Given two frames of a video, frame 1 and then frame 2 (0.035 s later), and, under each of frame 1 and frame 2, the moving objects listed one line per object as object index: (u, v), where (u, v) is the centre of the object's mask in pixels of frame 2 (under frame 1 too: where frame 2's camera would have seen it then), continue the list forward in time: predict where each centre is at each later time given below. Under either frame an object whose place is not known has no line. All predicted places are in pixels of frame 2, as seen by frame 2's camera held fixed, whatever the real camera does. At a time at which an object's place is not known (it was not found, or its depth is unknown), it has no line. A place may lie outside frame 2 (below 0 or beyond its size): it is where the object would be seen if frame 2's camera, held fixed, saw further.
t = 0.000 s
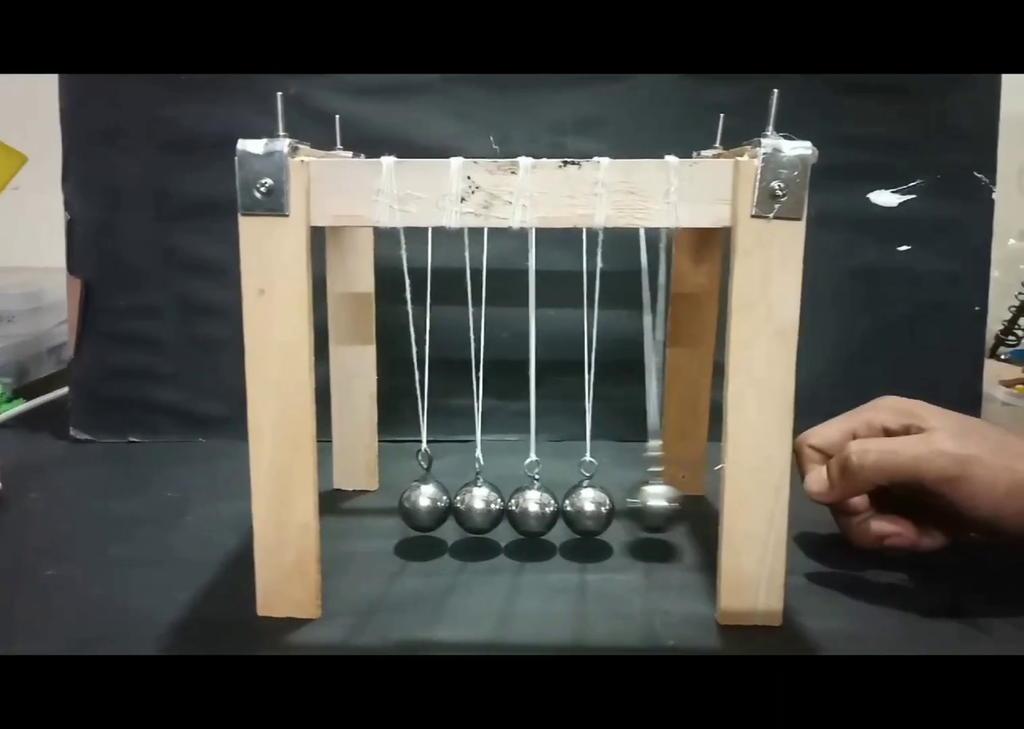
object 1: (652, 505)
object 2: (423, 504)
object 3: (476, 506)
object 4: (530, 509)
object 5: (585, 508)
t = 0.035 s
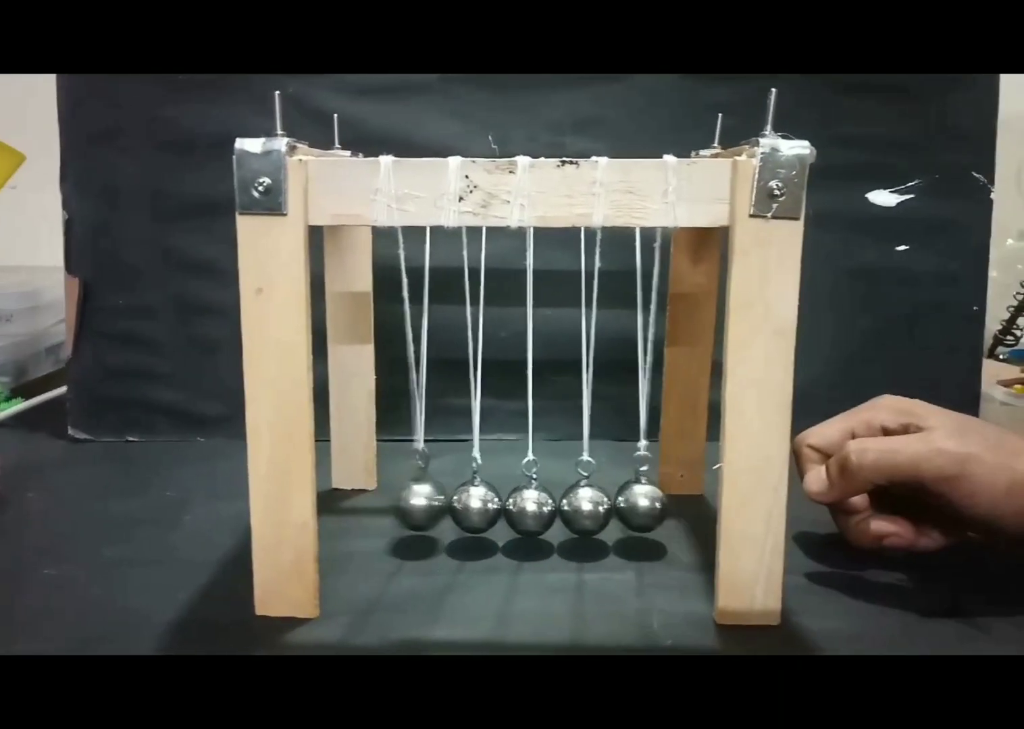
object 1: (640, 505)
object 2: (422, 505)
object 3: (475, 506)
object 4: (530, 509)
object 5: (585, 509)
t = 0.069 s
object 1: (640, 504)
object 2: (406, 506)
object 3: (474, 505)
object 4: (529, 509)
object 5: (585, 509)
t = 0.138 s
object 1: (638, 505)
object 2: (378, 503)
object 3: (471, 505)
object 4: (527, 509)
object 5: (584, 508)
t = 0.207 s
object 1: (637, 505)
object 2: (365, 499)
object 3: (471, 505)
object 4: (526, 509)
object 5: (582, 508)
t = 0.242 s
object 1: (635, 505)
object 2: (364, 499)
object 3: (471, 505)
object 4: (525, 509)
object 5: (581, 508)
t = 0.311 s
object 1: (634, 505)
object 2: (374, 500)
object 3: (471, 505)
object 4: (525, 509)
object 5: (579, 508)
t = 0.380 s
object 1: (635, 505)
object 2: (396, 505)
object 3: (470, 505)
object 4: (524, 508)
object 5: (579, 508)
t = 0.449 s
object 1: (641, 505)
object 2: (416, 504)
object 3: (470, 505)
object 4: (527, 508)
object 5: (582, 508)
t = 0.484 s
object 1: (655, 503)
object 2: (417, 503)
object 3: (471, 505)
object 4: (528, 508)
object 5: (583, 508)
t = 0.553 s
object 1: (680, 502)
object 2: (419, 503)
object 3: (474, 504)
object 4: (530, 508)
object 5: (585, 508)
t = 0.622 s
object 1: (690, 501)
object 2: (423, 503)
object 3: (478, 505)
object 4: (531, 508)
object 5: (586, 507)
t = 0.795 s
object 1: (651, 503)
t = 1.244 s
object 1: (640, 505)
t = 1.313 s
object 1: (665, 503)
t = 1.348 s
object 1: (675, 503)
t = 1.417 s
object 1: (685, 503)
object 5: (586, 508)
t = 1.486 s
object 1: (680, 504)
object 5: (589, 508)
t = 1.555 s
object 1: (662, 504)
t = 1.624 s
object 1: (642, 505)
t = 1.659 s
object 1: (641, 505)
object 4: (532, 509)
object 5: (587, 508)
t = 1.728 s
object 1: (639, 505)
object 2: (381, 501)
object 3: (472, 506)
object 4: (529, 509)
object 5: (584, 508)
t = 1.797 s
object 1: (635, 505)
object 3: (470, 505)
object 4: (525, 508)
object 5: (580, 508)
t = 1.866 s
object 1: (632, 504)
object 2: (383, 502)
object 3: (469, 505)
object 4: (523, 508)
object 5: (577, 508)
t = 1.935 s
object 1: (632, 504)
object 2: (402, 502)
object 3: (468, 505)
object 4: (522, 508)
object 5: (576, 507)
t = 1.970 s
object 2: (414, 502)
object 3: (468, 505)
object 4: (522, 508)
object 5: (576, 507)
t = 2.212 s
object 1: (677, 503)
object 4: (534, 509)
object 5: (589, 508)
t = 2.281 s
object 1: (667, 504)
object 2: (428, 504)
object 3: (482, 506)
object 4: (536, 509)
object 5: (592, 508)
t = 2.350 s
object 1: (648, 504)
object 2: (428, 504)
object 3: (482, 506)
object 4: (536, 509)
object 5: (591, 508)
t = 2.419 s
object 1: (643, 505)
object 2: (410, 503)
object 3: (479, 506)
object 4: (534, 509)
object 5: (588, 508)
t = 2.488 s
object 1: (640, 505)
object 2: (391, 502)
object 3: (477, 505)
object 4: (530, 509)
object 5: (584, 508)
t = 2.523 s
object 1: (637, 505)
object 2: (385, 502)
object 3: (475, 505)
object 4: (528, 509)
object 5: (583, 508)
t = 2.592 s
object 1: (635, 505)
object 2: (381, 501)
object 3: (471, 505)
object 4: (525, 509)
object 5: (579, 508)
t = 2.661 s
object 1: (632, 505)
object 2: (388, 502)
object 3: (468, 505)
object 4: (521, 509)
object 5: (575, 508)
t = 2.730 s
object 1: (629, 504)
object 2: (404, 503)
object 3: (466, 505)
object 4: (520, 509)
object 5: (574, 508)
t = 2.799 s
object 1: (639, 505)
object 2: (414, 504)
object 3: (468, 505)
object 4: (522, 508)
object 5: (576, 508)
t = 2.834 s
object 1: (650, 505)
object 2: (415, 504)
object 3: (470, 505)
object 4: (524, 508)
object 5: (578, 508)
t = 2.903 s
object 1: (667, 504)
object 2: (418, 504)
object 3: (474, 505)
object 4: (528, 508)
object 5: (582, 508)
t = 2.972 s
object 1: (673, 504)
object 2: (422, 504)
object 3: (479, 505)
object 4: (533, 508)
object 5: (587, 508)
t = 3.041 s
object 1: (669, 504)
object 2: (427, 504)
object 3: (482, 505)
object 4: (536, 508)
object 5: (591, 508)
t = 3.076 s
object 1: (663, 504)
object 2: (428, 504)
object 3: (484, 505)
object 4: (537, 508)
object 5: (592, 508)
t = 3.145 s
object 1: (646, 504)
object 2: (429, 504)
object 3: (484, 505)
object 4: (538, 508)
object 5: (592, 507)
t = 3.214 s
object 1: (644, 504)
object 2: (411, 503)
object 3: (482, 505)
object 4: (535, 508)
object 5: (589, 507)
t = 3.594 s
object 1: (650, 505)
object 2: (415, 503)
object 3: (469, 505)
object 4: (522, 508)
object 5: (577, 508)
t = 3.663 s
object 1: (663, 504)
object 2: (419, 503)
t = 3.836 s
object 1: (660, 504)
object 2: (431, 504)
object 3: (485, 505)
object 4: (538, 508)
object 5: (592, 508)
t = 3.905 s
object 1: (647, 505)
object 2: (430, 503)
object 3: (485, 506)
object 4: (539, 509)
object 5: (593, 508)
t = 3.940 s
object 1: (647, 505)
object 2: (421, 503)
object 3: (485, 506)
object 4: (539, 509)
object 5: (592, 508)
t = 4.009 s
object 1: (643, 505)
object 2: (404, 503)
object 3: (482, 506)
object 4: (535, 509)
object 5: (589, 508)
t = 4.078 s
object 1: (639, 505)
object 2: (393, 502)
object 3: (477, 506)
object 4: (530, 509)
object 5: (584, 508)
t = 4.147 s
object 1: (633, 505)
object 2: (391, 502)
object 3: (472, 506)
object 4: (525, 509)
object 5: (579, 508)
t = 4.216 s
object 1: (629, 504)
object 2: (397, 503)
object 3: (467, 505)
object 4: (521, 508)
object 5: (574, 508)
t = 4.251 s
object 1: (628, 504)
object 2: (403, 503)
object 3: (466, 505)
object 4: (519, 509)
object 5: (573, 508)
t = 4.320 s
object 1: (634, 504)
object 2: (411, 504)
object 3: (466, 505)
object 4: (519, 508)
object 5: (573, 508)
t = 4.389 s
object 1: (649, 505)
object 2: (413, 504)
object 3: (468, 505)
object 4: (522, 509)
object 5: (576, 508)
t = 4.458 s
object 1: (660, 505)
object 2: (417, 504)
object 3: (473, 505)
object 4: (527, 509)
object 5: (581, 508)
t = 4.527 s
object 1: (665, 505)
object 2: (423, 504)
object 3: (479, 506)
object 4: (533, 509)
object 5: (587, 508)
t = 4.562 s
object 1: (664, 504)
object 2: (425, 504)
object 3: (482, 506)
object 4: (535, 508)
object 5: (589, 508)
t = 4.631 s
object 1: (655, 505)
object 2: (430, 503)
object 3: (485, 505)
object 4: (539, 508)
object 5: (593, 507)
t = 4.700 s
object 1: (648, 505)
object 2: (426, 503)
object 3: (485, 506)
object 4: (539, 509)
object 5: (593, 508)
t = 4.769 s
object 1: (647, 505)
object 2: (412, 504)
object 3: (483, 506)
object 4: (538, 509)
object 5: (592, 508)
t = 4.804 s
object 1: (645, 505)
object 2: (405, 504)
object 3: (481, 506)
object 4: (536, 509)
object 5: (590, 508)
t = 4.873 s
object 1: (639, 506)
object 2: (397, 503)
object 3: (476, 506)
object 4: (530, 509)
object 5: (584, 508)
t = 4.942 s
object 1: (630, 505)
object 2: (397, 502)
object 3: (467, 505)
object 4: (521, 508)
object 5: (575, 508)
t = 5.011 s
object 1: (627, 504)
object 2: (406, 503)
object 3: (464, 505)
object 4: (518, 508)
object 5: (572, 508)
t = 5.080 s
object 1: (635, 505)
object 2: (410, 504)
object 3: (464, 505)
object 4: (518, 508)
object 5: (572, 508)
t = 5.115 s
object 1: (641, 505)
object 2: (411, 504)
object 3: (465, 505)
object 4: (519, 509)
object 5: (573, 508)
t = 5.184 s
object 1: (653, 506)
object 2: (415, 504)
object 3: (469, 505)
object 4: (523, 509)
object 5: (577, 508)
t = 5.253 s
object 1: (659, 506)
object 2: (421, 504)
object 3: (475, 505)
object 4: (529, 509)
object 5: (583, 508)
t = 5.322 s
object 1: (658, 505)
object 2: (427, 504)
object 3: (481, 505)
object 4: (535, 509)
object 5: (589, 508)
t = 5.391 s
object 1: (651, 504)
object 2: (431, 504)
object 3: (486, 505)
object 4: (540, 508)
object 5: (594, 508)
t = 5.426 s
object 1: (649, 504)
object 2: (430, 504)
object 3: (486, 505)
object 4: (540, 508)
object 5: (594, 508)
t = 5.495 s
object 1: (648, 505)
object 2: (418, 504)
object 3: (486, 505)
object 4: (540, 508)
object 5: (594, 508)
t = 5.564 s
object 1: (645, 505)
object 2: (407, 503)
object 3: (482, 505)
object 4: (536, 508)
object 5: (590, 508)
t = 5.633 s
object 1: (639, 505)
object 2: (400, 502)
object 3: (476, 505)
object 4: (530, 508)
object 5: (584, 508)
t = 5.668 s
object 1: (635, 505)
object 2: (399, 502)
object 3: (473, 505)
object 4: (527, 508)
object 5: (581, 508)
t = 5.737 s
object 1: (630, 504)
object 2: (401, 503)
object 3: (467, 505)
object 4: (521, 509)
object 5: (575, 508)
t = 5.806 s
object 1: (626, 504)
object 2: (409, 504)
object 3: (464, 505)
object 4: (517, 508)
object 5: (571, 508)
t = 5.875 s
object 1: (636, 504)
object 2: (409, 503)
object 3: (464, 505)
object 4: (517, 508)
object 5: (571, 508)
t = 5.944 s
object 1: (647, 505)
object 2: (412, 504)
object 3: (466, 505)
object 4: (520, 509)
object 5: (574, 508)
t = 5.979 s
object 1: (651, 506)
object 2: (415, 504)
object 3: (469, 505)
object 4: (523, 509)
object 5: (577, 508)
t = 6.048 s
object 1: (655, 505)
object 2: (421, 504)
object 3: (475, 506)
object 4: (529, 509)
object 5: (583, 508)
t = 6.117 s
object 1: (654, 505)
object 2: (428, 504)
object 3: (482, 506)
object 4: (536, 509)
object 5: (589, 508)
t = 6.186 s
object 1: (649, 505)
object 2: (432, 504)
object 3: (487, 506)
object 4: (540, 509)
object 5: (594, 508)
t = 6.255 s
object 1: (650, 505)
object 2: (423, 504)
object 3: (488, 505)
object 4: (542, 508)
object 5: (595, 508)
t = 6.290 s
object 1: (649, 505)
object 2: (418, 504)
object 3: (487, 505)
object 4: (541, 508)
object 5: (595, 508)
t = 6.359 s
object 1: (645, 505)
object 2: (409, 503)
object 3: (484, 505)
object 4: (537, 508)
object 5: (591, 508)
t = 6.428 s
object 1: (639, 505)
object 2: (405, 503)
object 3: (477, 505)
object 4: (531, 509)
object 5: (585, 508)
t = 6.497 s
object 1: (632, 504)
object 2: (405, 503)
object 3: (471, 506)
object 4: (524, 509)
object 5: (578, 508)
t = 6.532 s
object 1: (627, 504)
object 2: (410, 504)
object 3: (465, 505)
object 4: (519, 508)
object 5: (572, 508)
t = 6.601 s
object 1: (632, 505)
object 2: (409, 504)
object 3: (463, 505)
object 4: (517, 508)
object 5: (571, 508)
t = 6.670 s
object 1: (641, 505)
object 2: (409, 503)
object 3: (464, 505)
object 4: (518, 508)
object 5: (572, 508)
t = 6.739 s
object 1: (648, 505)
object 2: (413, 503)
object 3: (468, 505)
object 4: (523, 508)
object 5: (577, 508)
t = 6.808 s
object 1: (651, 505)
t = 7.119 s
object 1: (647, 505)
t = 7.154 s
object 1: (643, 506)
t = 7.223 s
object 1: (636, 504)
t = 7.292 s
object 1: (630, 504)
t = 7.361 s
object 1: (632, 504)
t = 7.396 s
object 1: (635, 504)
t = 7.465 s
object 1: (641, 505)
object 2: (409, 503)
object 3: (463, 505)
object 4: (517, 508)
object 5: (572, 508)
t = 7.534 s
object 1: (645, 505)
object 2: (414, 504)
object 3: (468, 506)
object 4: (522, 509)
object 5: (577, 508)
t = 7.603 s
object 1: (646, 505)
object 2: (421, 504)
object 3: (475, 506)
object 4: (528, 509)
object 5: (583, 509)
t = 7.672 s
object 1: (645, 505)
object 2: (428, 504)
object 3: (482, 506)
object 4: (536, 509)
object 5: (590, 509)
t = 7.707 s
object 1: (647, 505)
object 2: (427, 504)
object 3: (484, 506)
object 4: (538, 509)
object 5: (592, 508)
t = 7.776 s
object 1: (650, 505)
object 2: (423, 504)
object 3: (488, 505)
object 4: (542, 509)
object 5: (596, 508)
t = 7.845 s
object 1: (650, 505)
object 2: (418, 504)
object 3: (488, 505)
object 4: (541, 509)
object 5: (595, 508)
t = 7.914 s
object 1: (646, 506)
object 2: (415, 504)
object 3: (483, 506)
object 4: (537, 509)
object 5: (591, 508)
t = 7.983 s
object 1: (639, 506)
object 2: (412, 504)
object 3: (477, 506)
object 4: (531, 509)
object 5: (585, 509)
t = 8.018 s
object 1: (635, 505)
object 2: (413, 504)
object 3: (474, 505)
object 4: (527, 509)
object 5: (581, 508)
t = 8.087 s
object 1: (631, 504)
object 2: (414, 504)
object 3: (467, 505)
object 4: (521, 508)
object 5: (575, 508)
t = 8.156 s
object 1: (633, 505)
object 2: (409, 504)
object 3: (463, 505)
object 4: (517, 508)
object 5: (571, 508)
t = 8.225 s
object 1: (639, 506)
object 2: (409, 504)
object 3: (463, 505)
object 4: (517, 508)
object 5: (572, 508)
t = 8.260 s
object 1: (640, 506)
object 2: (411, 504)
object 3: (465, 505)
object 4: (519, 509)
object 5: (574, 508)
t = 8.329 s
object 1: (641, 506)
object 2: (417, 504)
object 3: (472, 505)
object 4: (525, 509)
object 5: (579, 508)
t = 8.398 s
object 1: (641, 505)
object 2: (424, 503)
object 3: (479, 505)
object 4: (532, 508)
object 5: (586, 508)
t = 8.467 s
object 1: (647, 505)
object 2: (424, 504)
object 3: (484, 505)
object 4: (538, 508)
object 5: (592, 508)
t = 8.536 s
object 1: (650, 505)
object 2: (422, 504)
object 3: (488, 506)
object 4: (541, 509)
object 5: (595, 508)
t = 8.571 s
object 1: (650, 505)
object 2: (421, 504)
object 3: (488, 506)
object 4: (542, 509)
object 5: (596, 508)
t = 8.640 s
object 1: (648, 505)
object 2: (419, 504)
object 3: (486, 506)
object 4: (539, 509)
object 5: (594, 508)
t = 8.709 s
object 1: (643, 505)
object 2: (418, 504)
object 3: (480, 506)
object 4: (534, 509)
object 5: (588, 508)
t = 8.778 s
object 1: (635, 505)
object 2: (418, 504)
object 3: (473, 506)
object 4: (527, 509)
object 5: (581, 508)
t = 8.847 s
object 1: (634, 504)
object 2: (413, 504)
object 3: (467, 505)
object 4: (520, 509)
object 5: (575, 508)
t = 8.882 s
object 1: (634, 505)
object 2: (410, 504)
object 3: (465, 505)
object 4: (518, 509)
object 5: (573, 508)
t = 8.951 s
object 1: (635, 505)
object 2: (408, 504)
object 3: (462, 505)
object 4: (516, 509)
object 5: (571, 508)
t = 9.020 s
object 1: (636, 505)
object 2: (409, 504)
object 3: (464, 505)
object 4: (518, 508)
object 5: (572, 508)
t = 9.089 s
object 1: (636, 505)
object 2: (414, 504)
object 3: (468, 505)
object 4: (522, 508)
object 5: (576, 508)
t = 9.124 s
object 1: (636, 504)
